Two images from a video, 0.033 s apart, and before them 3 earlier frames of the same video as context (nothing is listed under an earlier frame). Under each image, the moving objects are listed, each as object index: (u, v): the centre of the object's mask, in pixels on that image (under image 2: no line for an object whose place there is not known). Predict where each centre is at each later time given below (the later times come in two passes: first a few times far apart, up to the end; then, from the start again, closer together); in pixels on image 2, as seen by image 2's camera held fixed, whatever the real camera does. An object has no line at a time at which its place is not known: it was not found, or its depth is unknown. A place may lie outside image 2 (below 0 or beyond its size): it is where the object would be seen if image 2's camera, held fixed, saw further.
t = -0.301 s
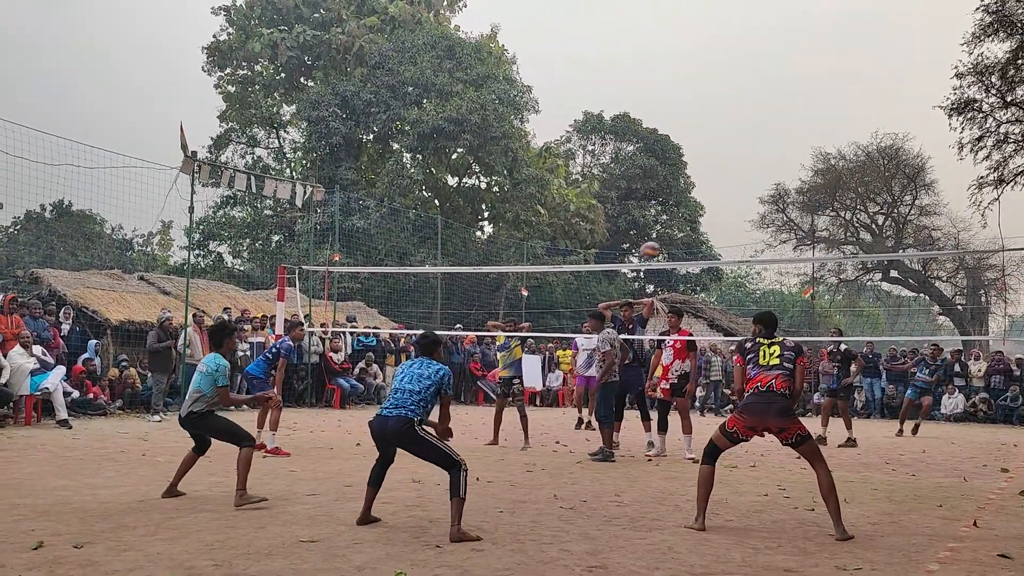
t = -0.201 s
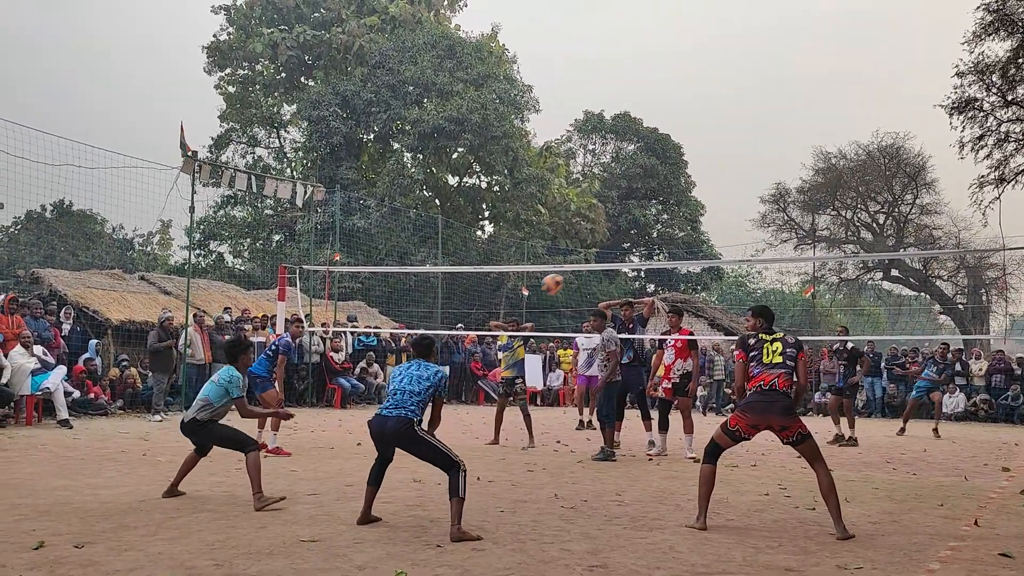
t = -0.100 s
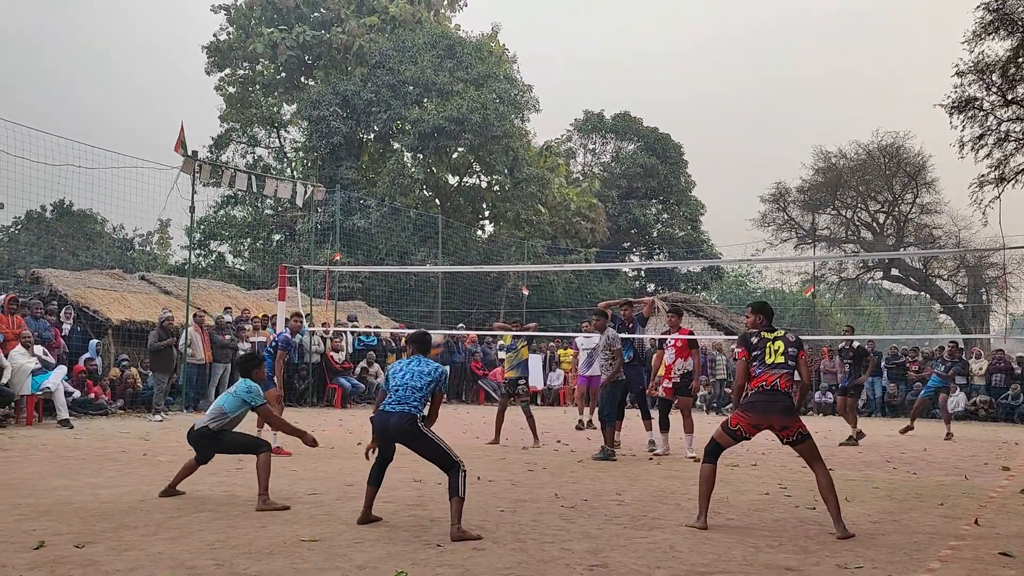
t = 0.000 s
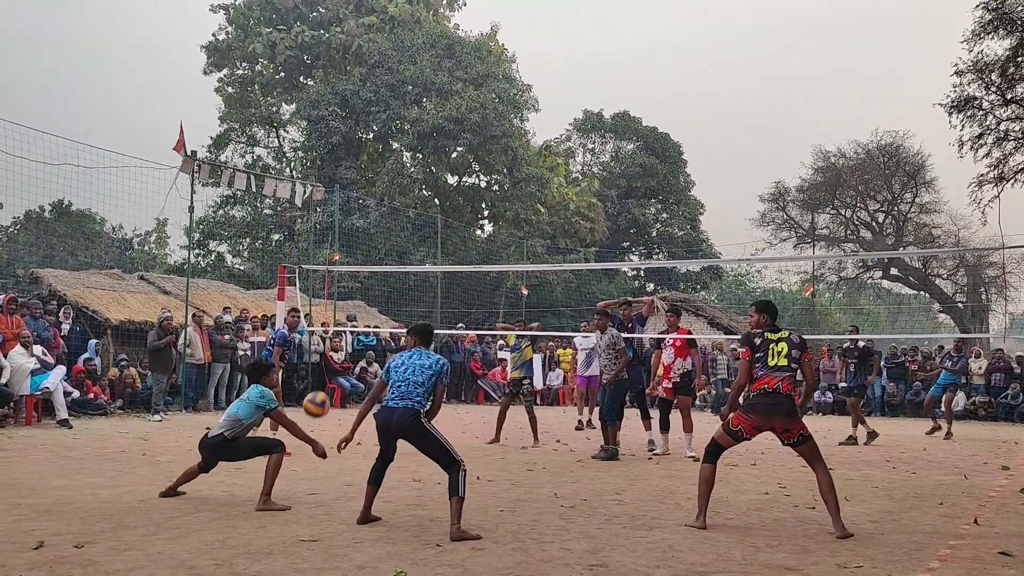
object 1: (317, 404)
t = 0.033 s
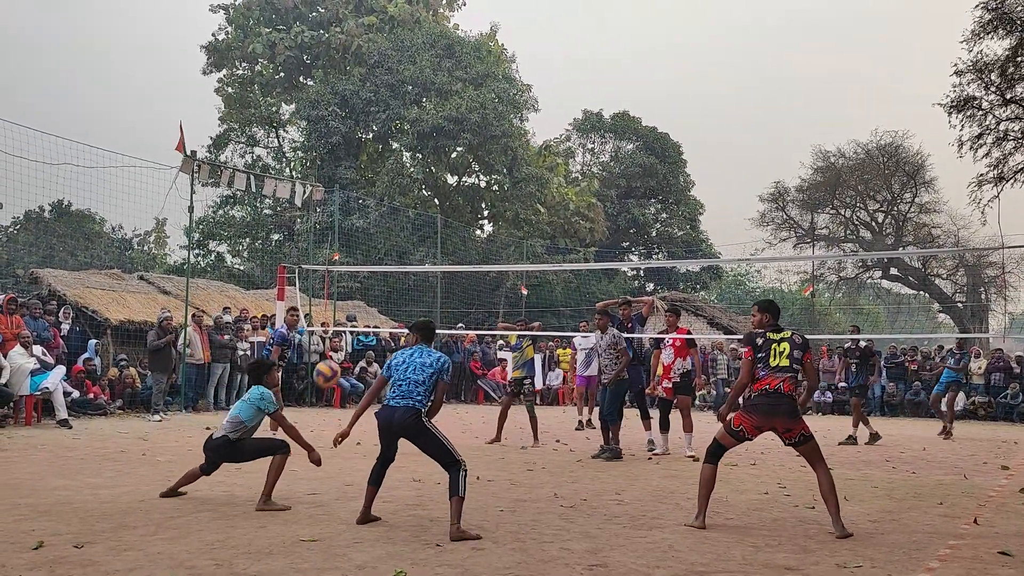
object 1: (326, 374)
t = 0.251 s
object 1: (386, 218)
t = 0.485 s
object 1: (430, 133)
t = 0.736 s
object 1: (469, 110)
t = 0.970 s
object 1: (498, 140)
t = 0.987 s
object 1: (500, 143)
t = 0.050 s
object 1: (332, 360)
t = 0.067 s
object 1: (338, 344)
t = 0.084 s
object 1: (342, 330)
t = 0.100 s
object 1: (346, 317)
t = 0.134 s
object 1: (353, 290)
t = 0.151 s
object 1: (361, 280)
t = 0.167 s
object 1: (364, 269)
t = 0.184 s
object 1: (368, 257)
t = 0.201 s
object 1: (373, 248)
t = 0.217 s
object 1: (377, 237)
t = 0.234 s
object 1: (381, 227)
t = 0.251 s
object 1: (386, 218)
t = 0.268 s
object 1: (389, 211)
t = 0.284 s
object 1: (393, 202)
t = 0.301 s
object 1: (396, 195)
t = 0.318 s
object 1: (399, 187)
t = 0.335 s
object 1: (402, 181)
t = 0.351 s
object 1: (406, 174)
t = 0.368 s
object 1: (410, 168)
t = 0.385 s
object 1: (411, 161)
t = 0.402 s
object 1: (416, 156)
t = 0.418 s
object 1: (419, 151)
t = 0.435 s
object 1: (422, 146)
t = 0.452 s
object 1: (425, 142)
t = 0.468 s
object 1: (428, 138)
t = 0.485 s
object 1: (430, 133)
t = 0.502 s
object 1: (434, 131)
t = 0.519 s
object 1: (437, 127)
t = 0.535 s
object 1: (439, 123)
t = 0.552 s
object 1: (442, 121)
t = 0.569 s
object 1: (445, 119)
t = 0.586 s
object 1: (447, 117)
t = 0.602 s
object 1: (449, 114)
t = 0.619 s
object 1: (452, 113)
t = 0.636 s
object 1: (455, 112)
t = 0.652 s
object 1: (457, 112)
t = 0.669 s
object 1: (460, 110)
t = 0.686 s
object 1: (462, 110)
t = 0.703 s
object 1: (465, 109)
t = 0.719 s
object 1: (467, 110)
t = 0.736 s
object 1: (469, 110)
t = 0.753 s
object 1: (472, 111)
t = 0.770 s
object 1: (473, 111)
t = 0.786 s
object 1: (476, 113)
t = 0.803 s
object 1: (478, 114)
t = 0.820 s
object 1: (480, 115)
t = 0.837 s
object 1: (482, 117)
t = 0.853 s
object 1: (484, 119)
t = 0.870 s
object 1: (486, 122)
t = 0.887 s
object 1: (488, 124)
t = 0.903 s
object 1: (490, 127)
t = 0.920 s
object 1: (492, 129)
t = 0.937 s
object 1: (494, 133)
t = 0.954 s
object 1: (496, 136)
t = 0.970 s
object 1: (498, 140)
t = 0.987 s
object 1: (500, 143)
